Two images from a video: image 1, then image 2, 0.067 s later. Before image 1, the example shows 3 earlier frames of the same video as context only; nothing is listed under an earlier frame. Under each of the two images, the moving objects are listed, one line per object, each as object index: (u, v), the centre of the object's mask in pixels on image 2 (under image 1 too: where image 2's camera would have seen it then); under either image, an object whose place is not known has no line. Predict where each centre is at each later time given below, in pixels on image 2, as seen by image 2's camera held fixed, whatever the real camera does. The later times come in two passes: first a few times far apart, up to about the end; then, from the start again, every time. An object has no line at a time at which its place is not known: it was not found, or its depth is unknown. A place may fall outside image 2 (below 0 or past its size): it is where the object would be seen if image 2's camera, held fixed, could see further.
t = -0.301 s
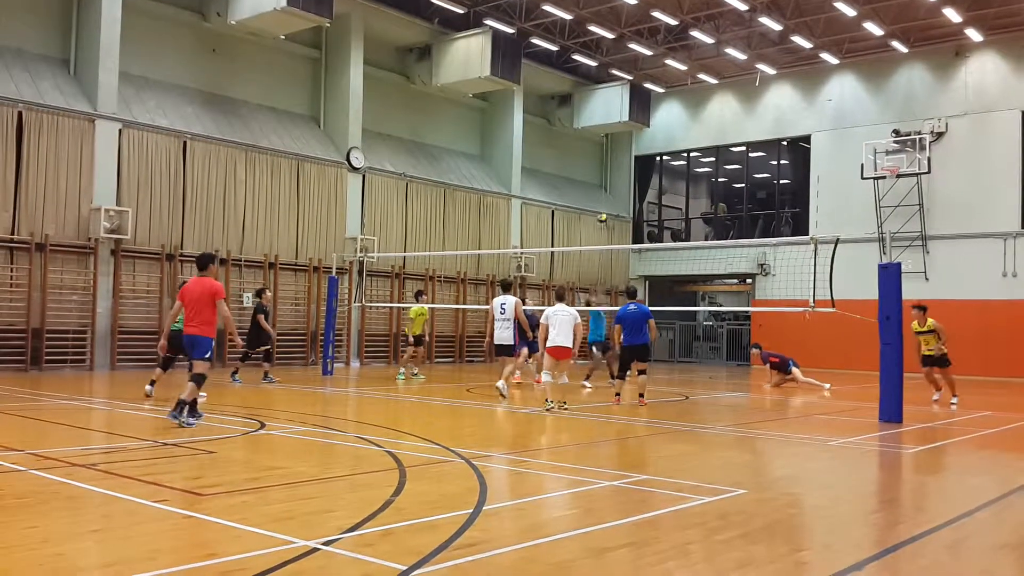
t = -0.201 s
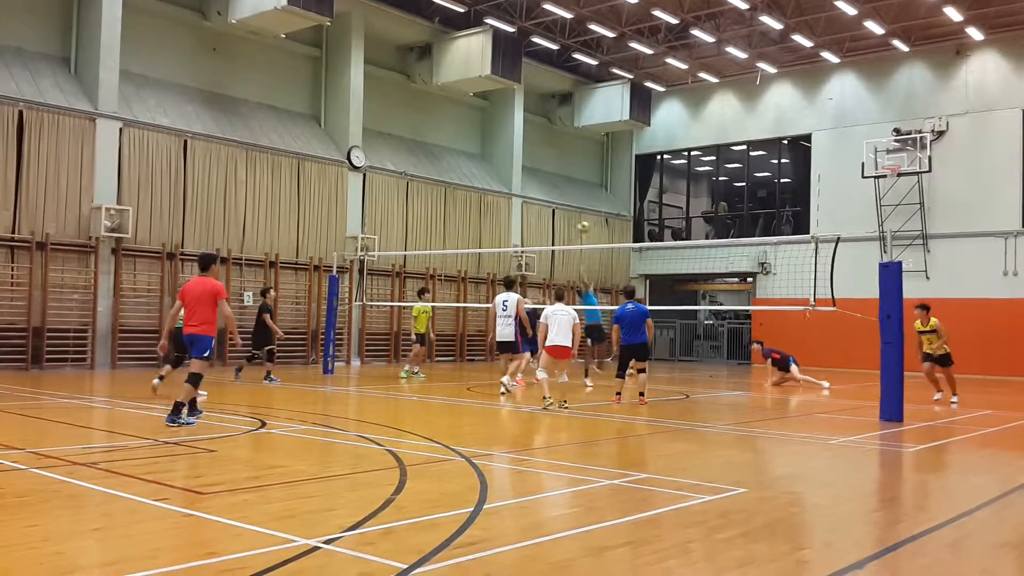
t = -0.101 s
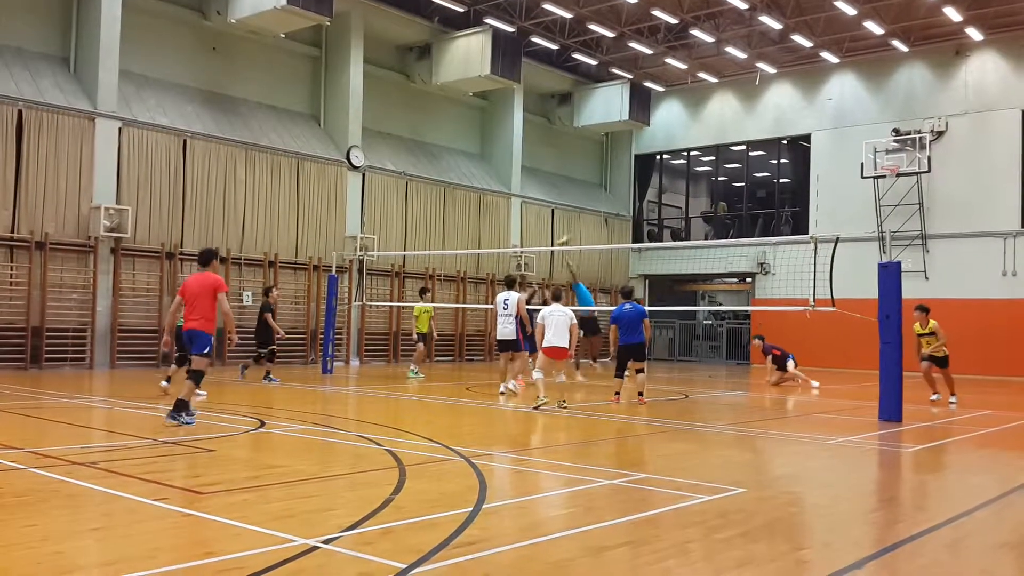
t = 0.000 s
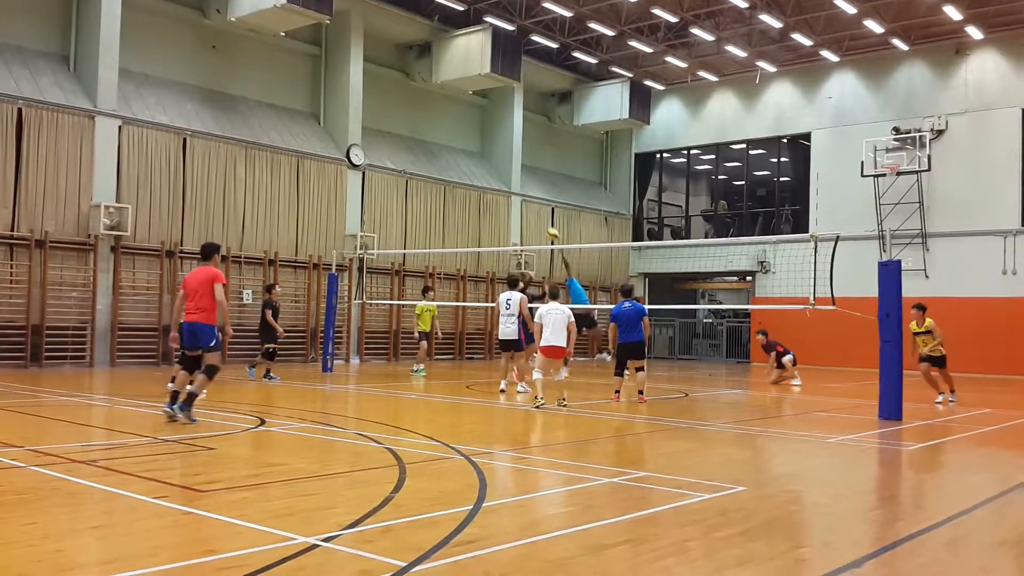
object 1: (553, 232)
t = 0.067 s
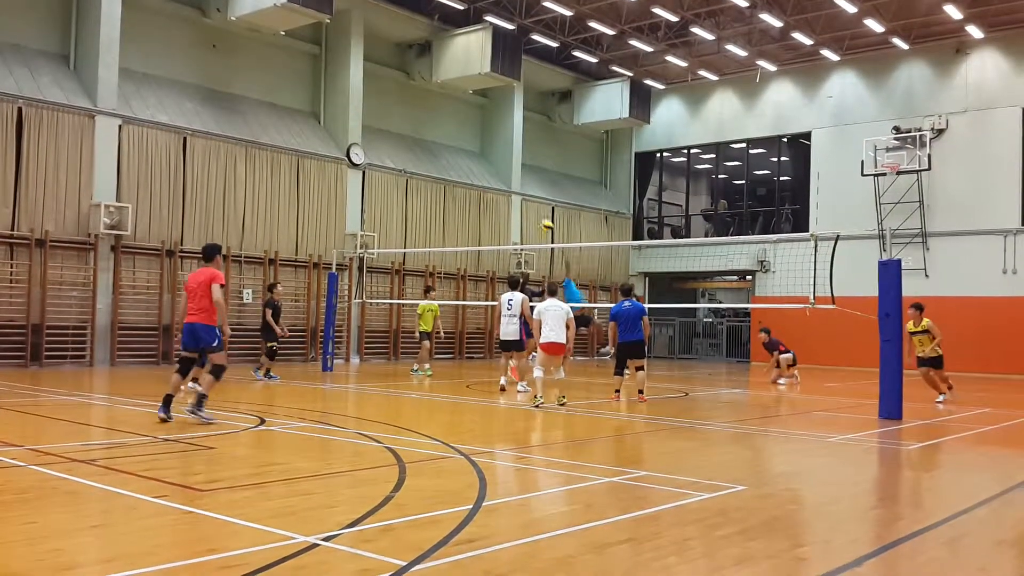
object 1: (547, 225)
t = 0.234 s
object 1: (532, 218)
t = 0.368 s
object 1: (518, 223)
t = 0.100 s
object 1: (543, 222)
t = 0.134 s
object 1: (540, 221)
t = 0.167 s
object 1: (538, 219)
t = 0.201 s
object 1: (535, 218)
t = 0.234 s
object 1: (532, 218)
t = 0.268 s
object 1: (529, 218)
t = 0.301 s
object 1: (525, 220)
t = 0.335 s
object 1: (522, 221)
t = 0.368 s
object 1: (518, 223)
